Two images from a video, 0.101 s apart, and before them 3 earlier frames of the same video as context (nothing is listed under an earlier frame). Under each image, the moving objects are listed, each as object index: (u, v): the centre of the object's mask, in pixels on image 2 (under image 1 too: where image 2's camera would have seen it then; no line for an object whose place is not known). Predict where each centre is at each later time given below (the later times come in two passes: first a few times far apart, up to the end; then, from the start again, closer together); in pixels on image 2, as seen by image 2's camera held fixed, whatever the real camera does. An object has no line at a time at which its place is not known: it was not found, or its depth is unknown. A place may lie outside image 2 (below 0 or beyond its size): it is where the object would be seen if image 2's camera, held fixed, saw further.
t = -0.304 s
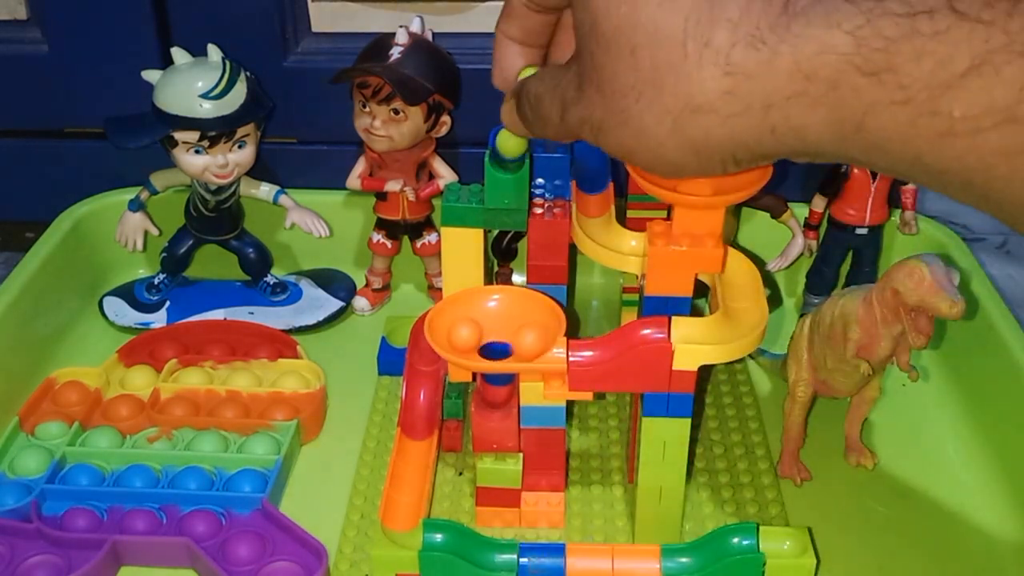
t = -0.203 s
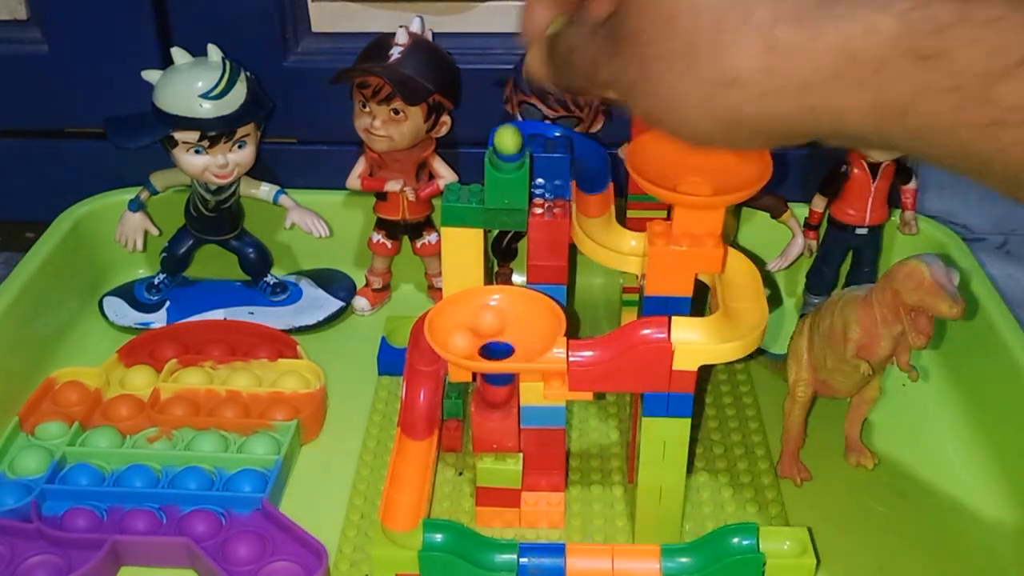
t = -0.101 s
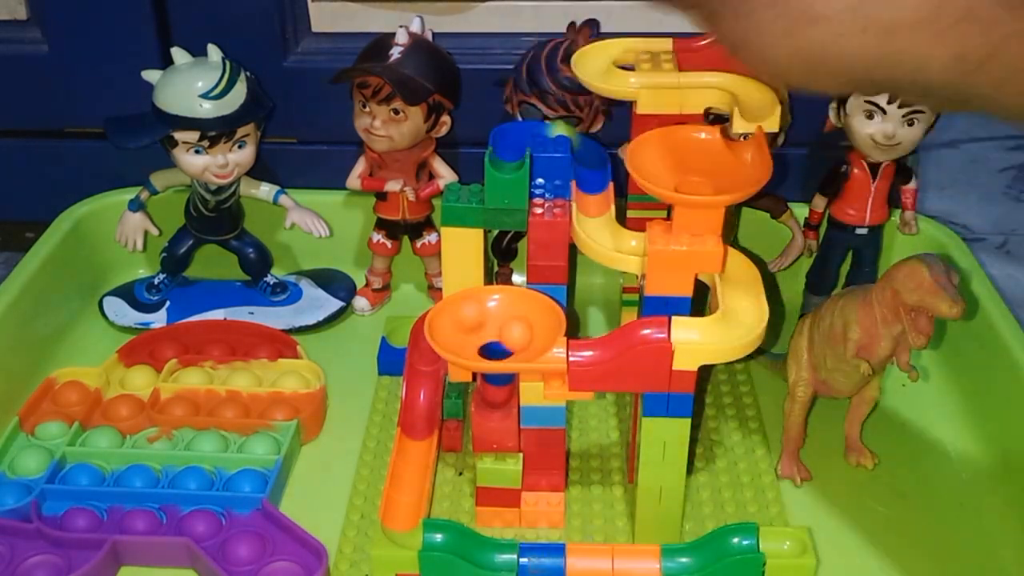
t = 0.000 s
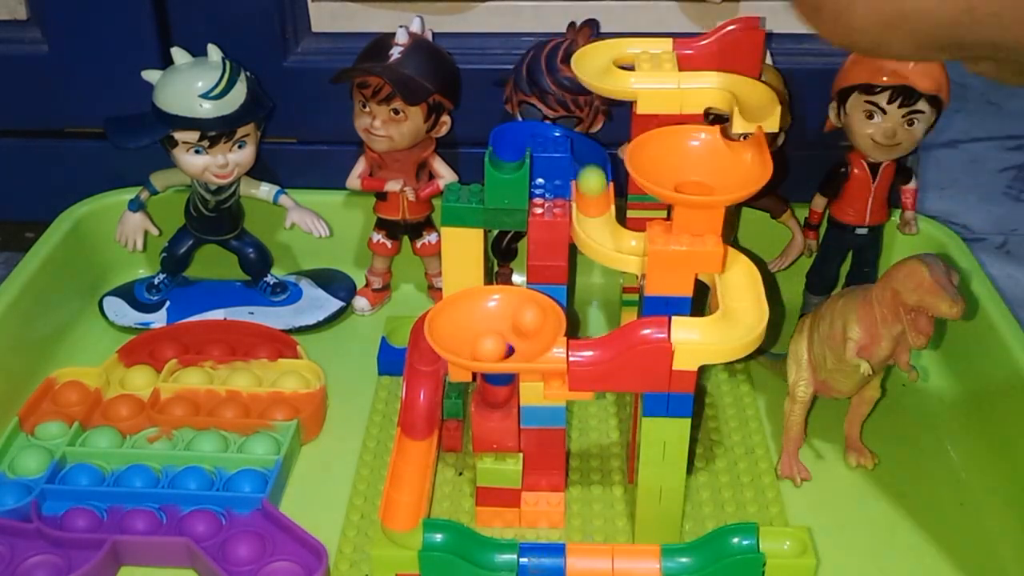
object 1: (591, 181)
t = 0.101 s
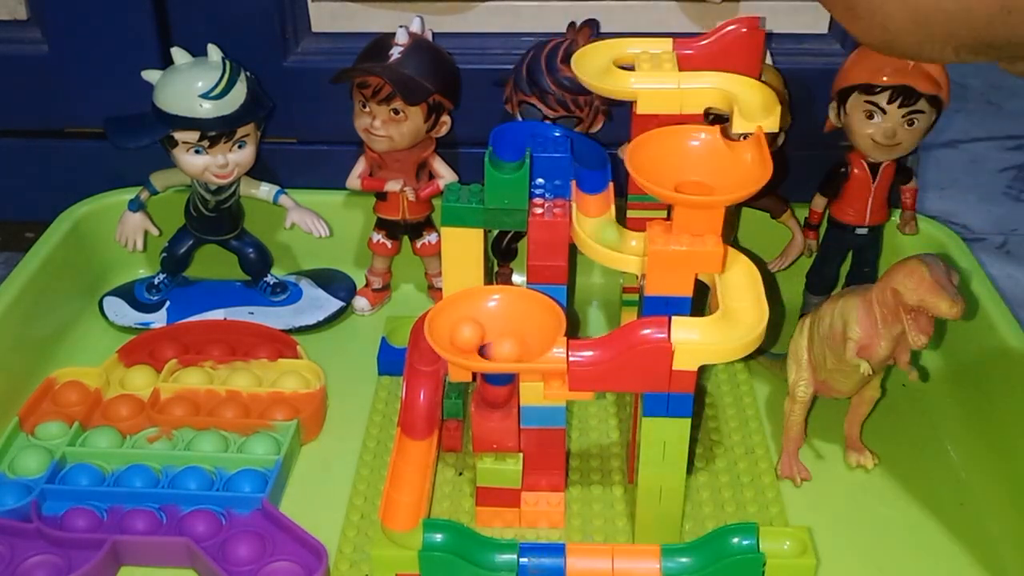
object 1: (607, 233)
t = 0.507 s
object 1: (621, 339)
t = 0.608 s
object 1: (519, 346)
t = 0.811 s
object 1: (505, 310)
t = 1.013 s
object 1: (480, 347)
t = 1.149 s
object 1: (474, 321)
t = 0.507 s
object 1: (621, 339)
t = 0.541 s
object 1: (586, 351)
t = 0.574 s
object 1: (552, 341)
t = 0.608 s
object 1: (519, 346)
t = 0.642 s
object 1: (483, 348)
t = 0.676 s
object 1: (452, 331)
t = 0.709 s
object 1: (447, 312)
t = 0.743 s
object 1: (458, 308)
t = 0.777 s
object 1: (480, 306)
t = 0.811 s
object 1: (505, 310)
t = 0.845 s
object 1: (524, 312)
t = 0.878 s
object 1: (533, 323)
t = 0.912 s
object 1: (530, 334)
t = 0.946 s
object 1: (515, 345)
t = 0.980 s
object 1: (496, 347)
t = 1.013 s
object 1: (480, 347)
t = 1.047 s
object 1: (468, 343)
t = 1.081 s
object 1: (463, 336)
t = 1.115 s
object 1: (465, 328)
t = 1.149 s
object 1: (474, 321)
